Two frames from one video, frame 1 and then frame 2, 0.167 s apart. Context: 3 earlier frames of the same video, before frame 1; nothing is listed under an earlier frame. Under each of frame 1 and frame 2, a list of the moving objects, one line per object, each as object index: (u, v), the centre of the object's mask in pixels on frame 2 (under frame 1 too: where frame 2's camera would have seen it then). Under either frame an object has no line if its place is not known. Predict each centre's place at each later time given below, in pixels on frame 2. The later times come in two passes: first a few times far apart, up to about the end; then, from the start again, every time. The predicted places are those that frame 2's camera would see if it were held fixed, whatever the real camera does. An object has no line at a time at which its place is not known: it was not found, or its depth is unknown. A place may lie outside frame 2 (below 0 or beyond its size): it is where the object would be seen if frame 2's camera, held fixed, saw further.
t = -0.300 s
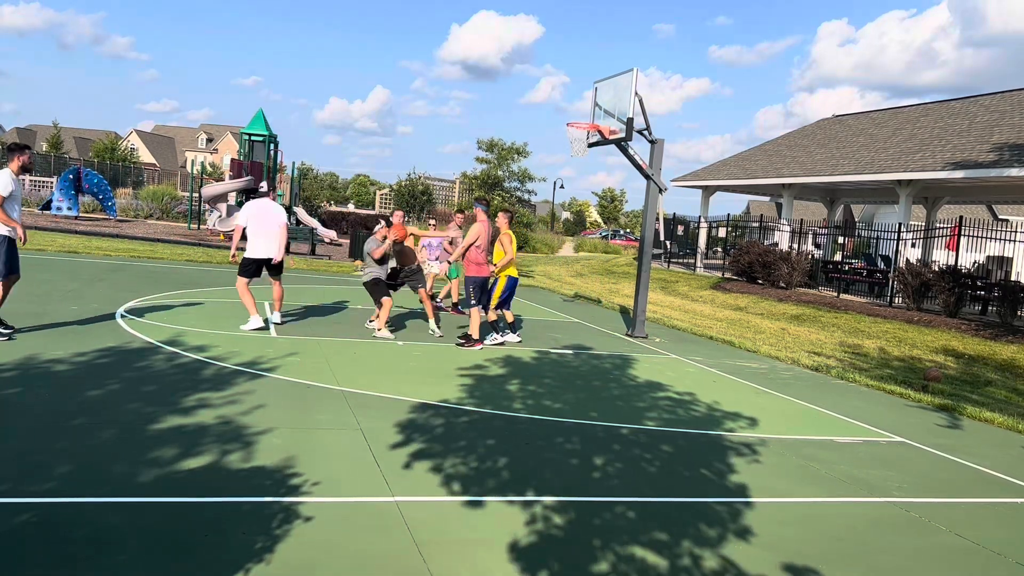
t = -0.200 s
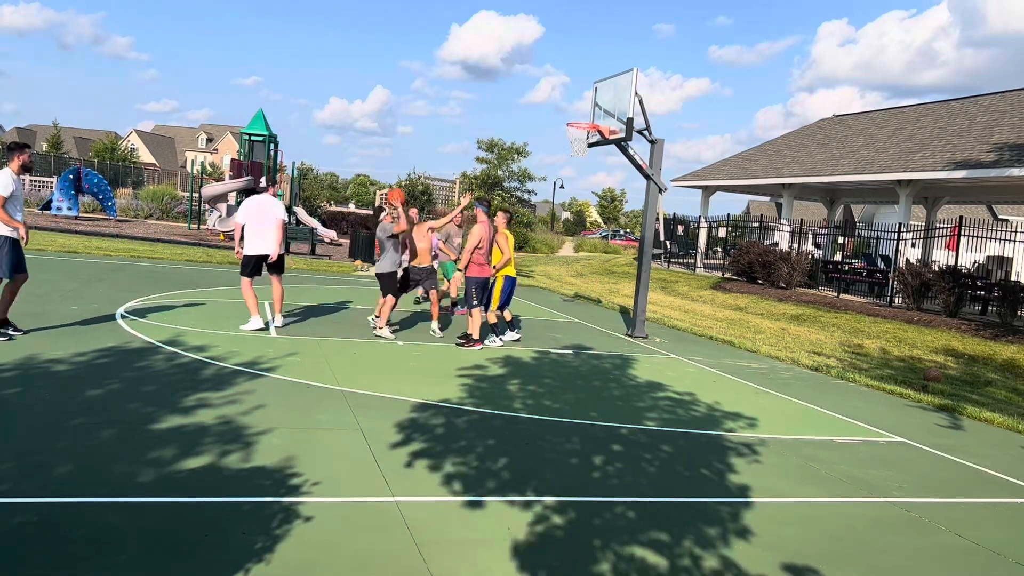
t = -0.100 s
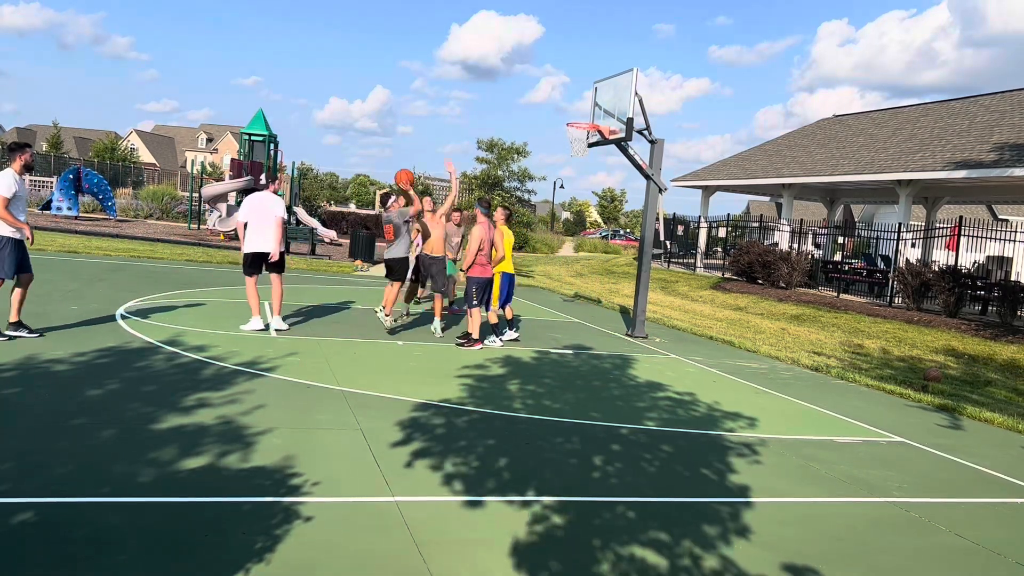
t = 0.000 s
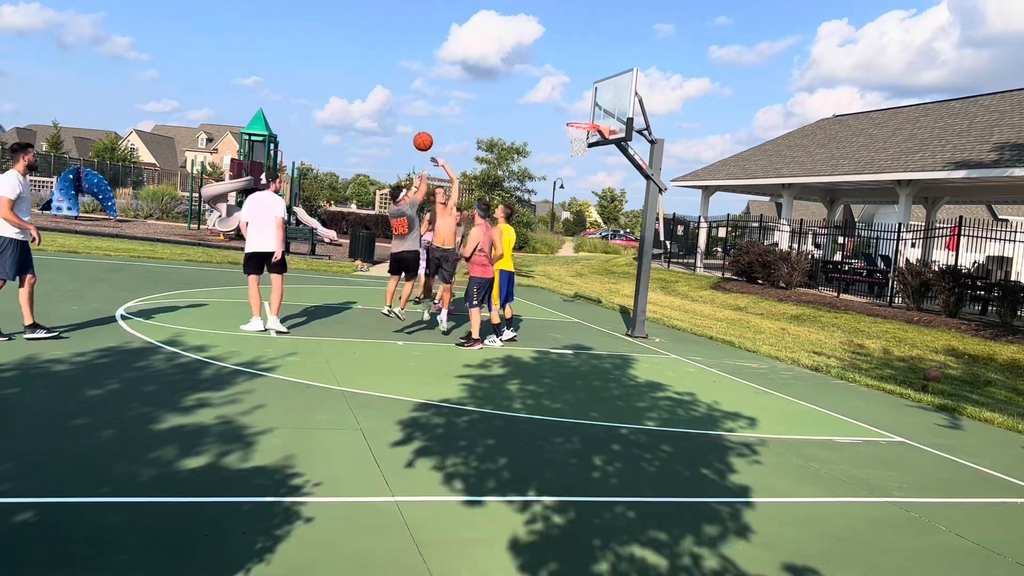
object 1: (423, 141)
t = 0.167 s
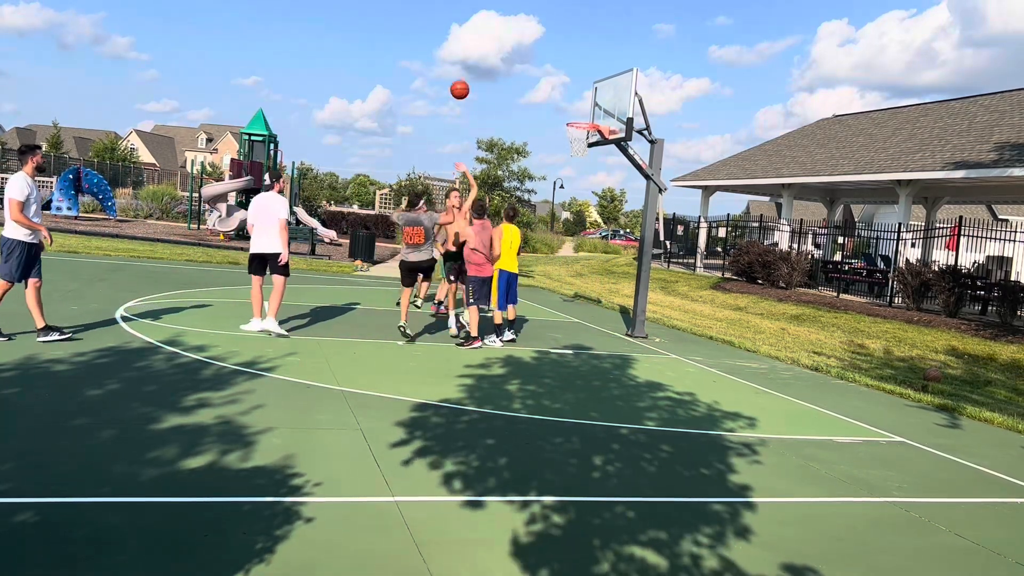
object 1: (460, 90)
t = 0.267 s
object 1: (480, 70)
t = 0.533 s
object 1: (525, 58)
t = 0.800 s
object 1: (561, 95)
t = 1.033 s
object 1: (573, 111)
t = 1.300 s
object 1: (571, 129)
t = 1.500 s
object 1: (567, 169)
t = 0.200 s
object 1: (466, 82)
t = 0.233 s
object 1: (473, 76)
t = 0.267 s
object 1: (480, 70)
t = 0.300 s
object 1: (486, 66)
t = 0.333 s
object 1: (492, 62)
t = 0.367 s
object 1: (498, 59)
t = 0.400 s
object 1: (504, 57)
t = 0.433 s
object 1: (509, 56)
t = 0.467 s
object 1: (515, 56)
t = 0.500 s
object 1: (520, 57)
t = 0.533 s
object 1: (525, 58)
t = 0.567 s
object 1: (530, 60)
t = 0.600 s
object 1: (535, 63)
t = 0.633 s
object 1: (540, 67)
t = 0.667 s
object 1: (545, 71)
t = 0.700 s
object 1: (549, 76)
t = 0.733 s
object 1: (553, 82)
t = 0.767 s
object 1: (558, 88)
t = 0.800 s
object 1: (561, 95)
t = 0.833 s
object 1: (565, 103)
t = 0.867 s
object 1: (569, 111)
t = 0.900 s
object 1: (572, 119)
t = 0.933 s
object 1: (572, 116)
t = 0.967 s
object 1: (572, 113)
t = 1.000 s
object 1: (573, 111)
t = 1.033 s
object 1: (573, 111)
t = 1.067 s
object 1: (573, 111)
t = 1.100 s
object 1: (573, 111)
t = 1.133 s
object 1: (573, 112)
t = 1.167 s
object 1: (572, 114)
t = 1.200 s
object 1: (572, 117)
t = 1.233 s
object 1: (572, 120)
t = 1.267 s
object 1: (571, 124)
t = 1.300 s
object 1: (571, 129)
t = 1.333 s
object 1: (570, 134)
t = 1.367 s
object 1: (569, 140)
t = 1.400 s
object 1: (568, 146)
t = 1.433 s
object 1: (568, 153)
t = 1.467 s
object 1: (568, 161)
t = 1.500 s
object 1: (567, 169)
